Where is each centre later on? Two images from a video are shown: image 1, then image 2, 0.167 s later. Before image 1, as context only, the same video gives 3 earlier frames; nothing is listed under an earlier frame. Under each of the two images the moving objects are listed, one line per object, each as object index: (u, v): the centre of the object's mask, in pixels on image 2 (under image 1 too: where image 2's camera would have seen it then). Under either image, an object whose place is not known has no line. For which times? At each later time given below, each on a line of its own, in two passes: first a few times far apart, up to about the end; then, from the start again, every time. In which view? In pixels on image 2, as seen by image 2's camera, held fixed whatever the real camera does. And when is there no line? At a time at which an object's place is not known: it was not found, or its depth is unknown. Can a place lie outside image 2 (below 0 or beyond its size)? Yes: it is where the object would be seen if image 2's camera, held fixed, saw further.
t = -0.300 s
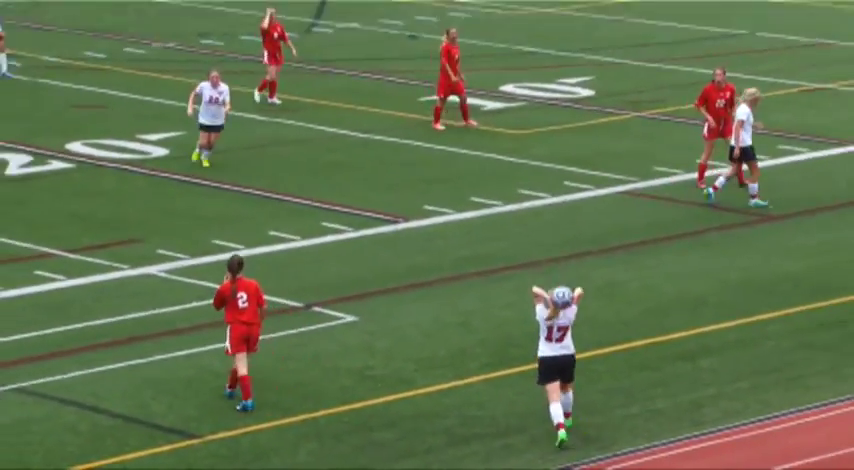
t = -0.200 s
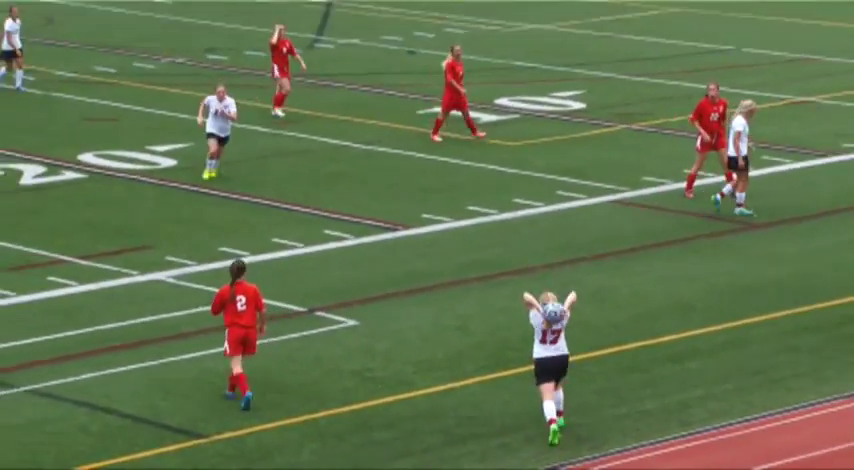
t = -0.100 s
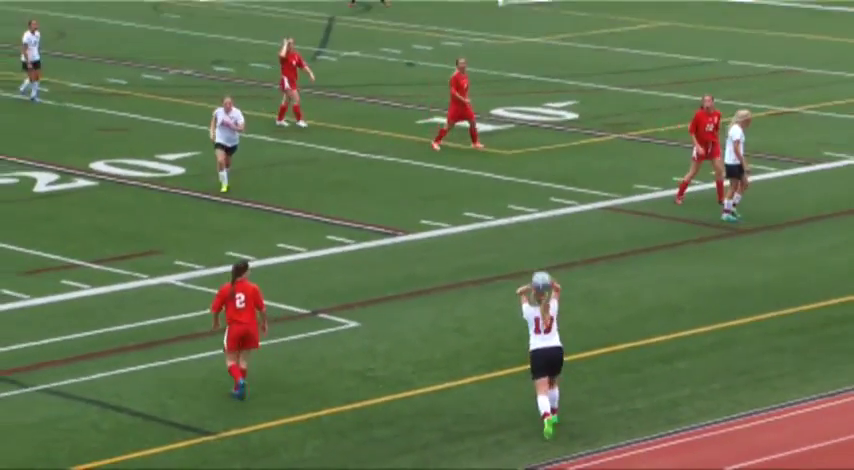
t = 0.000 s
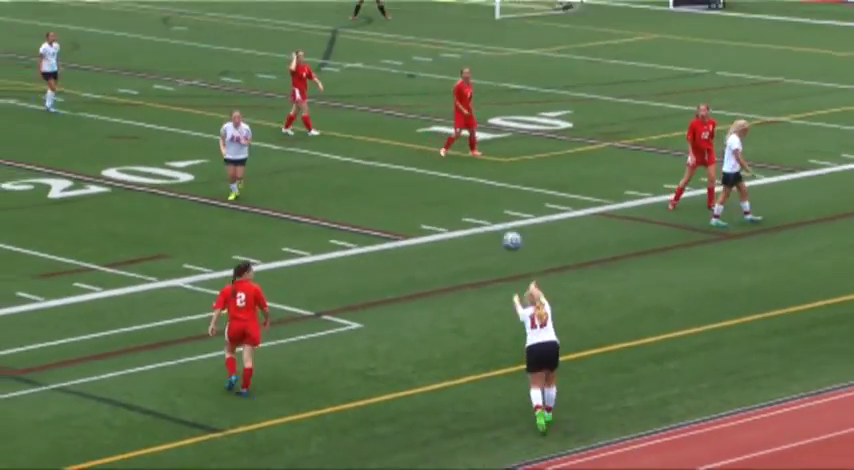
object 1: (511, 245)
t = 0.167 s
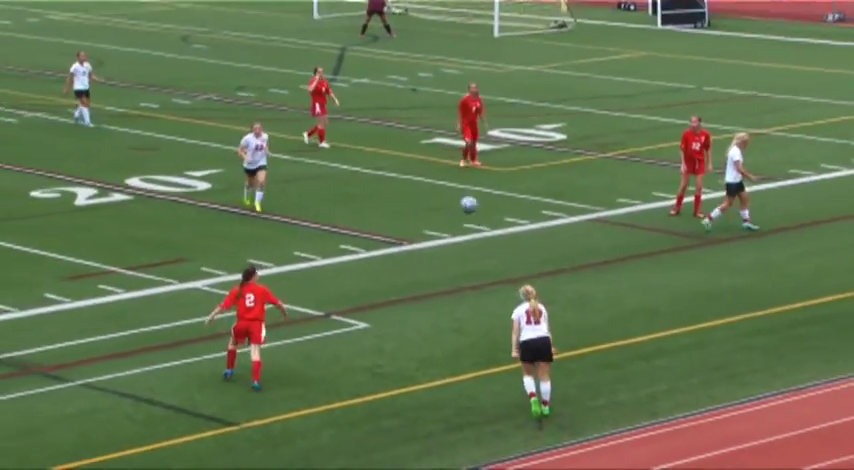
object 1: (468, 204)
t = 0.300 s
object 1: (438, 190)
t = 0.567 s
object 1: (384, 199)
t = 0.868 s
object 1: (336, 249)
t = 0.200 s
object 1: (461, 199)
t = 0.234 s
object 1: (453, 195)
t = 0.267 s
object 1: (446, 191)
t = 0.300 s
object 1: (438, 190)
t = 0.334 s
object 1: (431, 189)
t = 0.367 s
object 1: (423, 188)
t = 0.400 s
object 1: (416, 188)
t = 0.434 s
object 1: (409, 188)
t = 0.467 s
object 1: (403, 190)
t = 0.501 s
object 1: (397, 192)
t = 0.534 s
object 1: (391, 195)
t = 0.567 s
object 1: (384, 199)
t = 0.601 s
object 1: (379, 203)
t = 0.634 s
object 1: (372, 208)
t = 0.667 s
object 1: (366, 213)
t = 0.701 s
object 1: (361, 218)
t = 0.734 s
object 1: (355, 224)
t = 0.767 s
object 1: (351, 232)
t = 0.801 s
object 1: (345, 239)
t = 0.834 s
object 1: (340, 248)
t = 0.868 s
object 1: (336, 249)
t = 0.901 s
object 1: (334, 238)
